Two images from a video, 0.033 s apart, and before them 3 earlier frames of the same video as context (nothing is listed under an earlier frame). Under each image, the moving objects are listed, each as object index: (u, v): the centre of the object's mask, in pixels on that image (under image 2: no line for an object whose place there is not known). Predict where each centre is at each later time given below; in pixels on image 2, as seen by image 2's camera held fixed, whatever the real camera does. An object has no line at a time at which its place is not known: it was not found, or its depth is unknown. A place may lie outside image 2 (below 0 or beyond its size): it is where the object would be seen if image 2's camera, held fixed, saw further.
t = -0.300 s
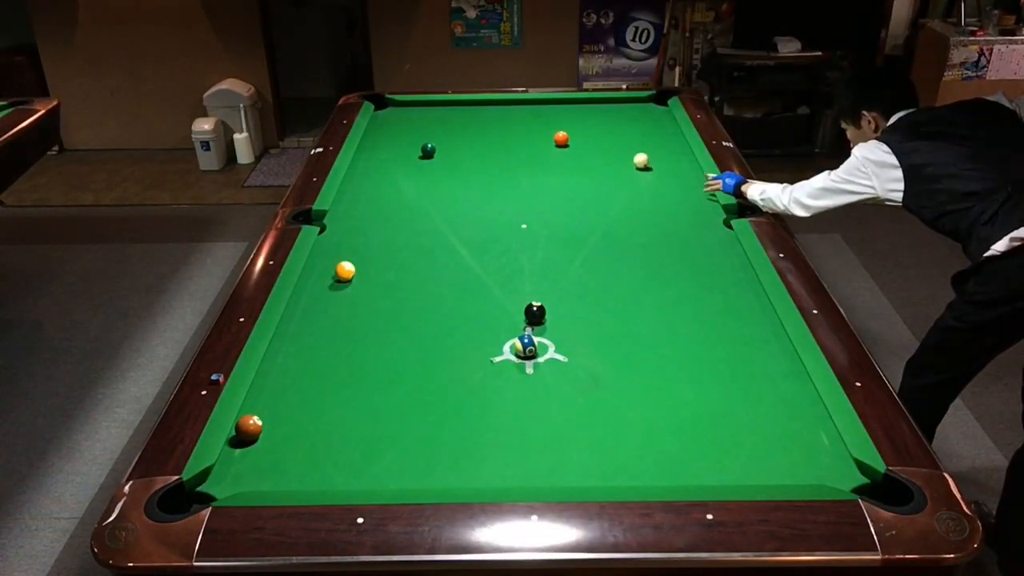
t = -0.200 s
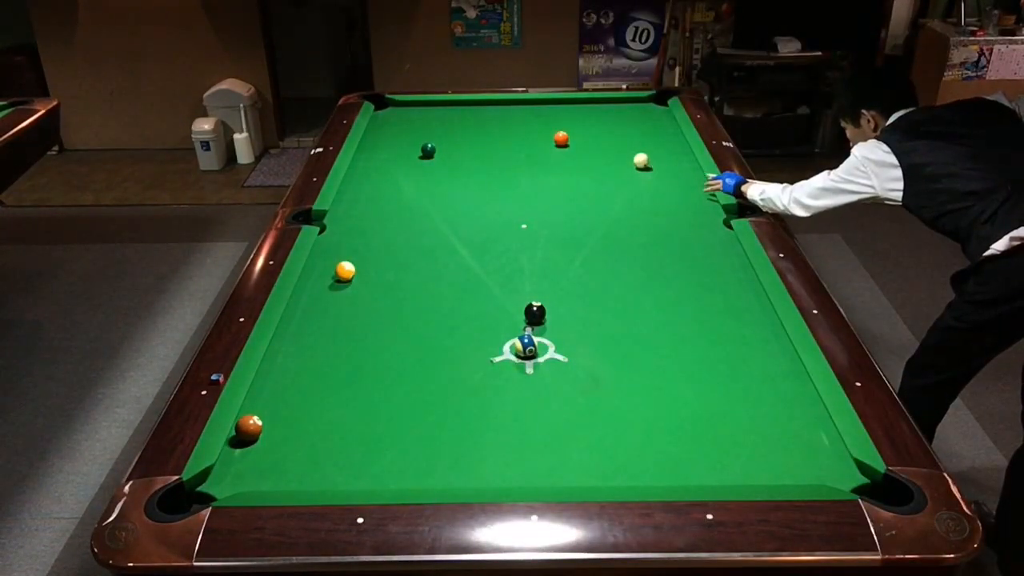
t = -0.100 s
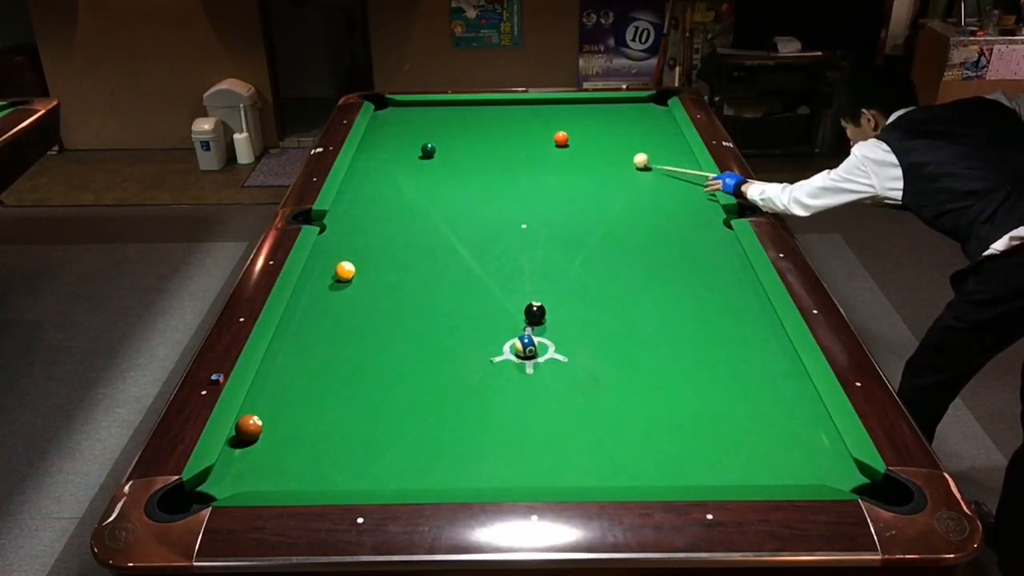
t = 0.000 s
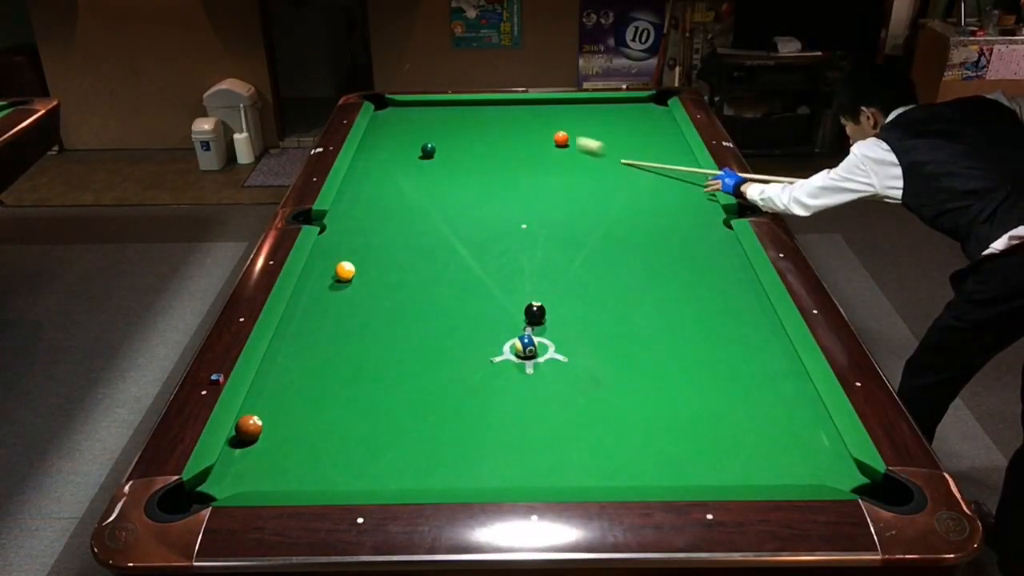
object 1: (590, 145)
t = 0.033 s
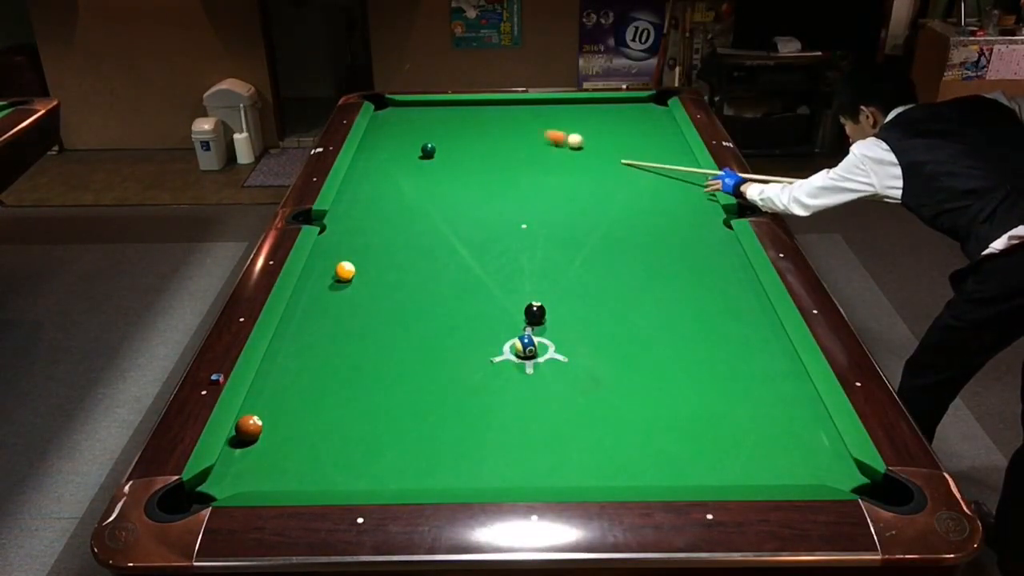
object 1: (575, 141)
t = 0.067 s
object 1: (577, 139)
